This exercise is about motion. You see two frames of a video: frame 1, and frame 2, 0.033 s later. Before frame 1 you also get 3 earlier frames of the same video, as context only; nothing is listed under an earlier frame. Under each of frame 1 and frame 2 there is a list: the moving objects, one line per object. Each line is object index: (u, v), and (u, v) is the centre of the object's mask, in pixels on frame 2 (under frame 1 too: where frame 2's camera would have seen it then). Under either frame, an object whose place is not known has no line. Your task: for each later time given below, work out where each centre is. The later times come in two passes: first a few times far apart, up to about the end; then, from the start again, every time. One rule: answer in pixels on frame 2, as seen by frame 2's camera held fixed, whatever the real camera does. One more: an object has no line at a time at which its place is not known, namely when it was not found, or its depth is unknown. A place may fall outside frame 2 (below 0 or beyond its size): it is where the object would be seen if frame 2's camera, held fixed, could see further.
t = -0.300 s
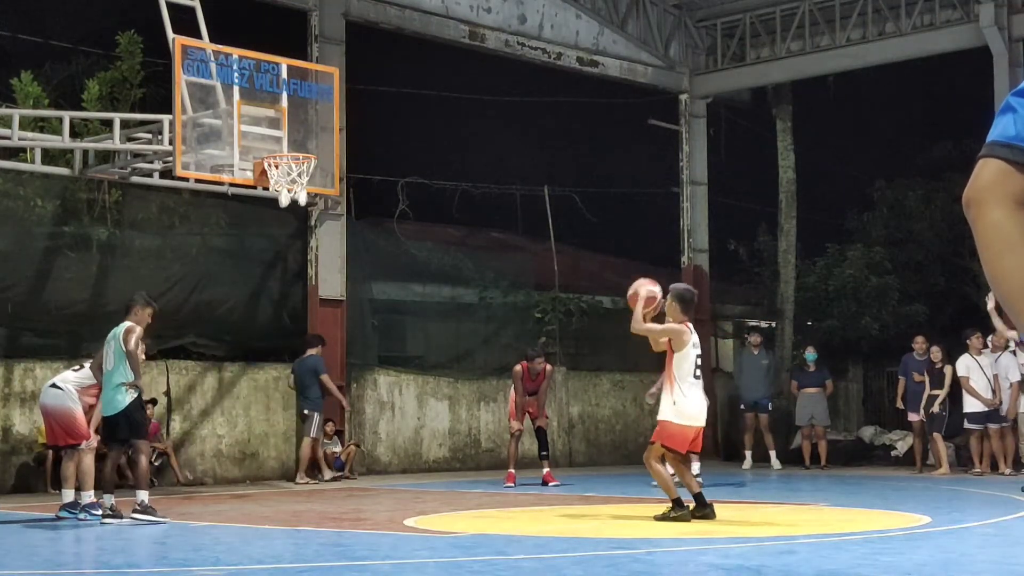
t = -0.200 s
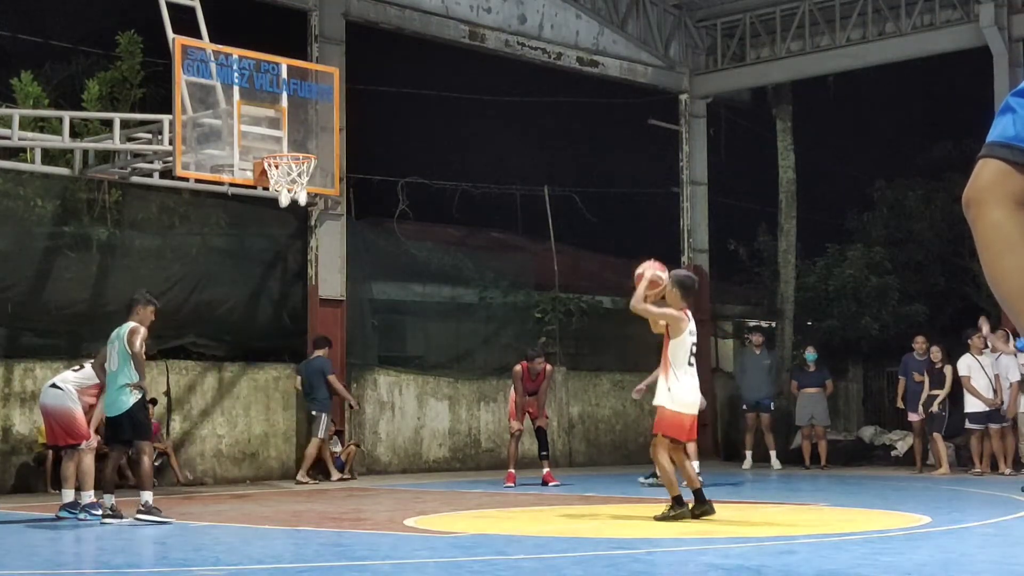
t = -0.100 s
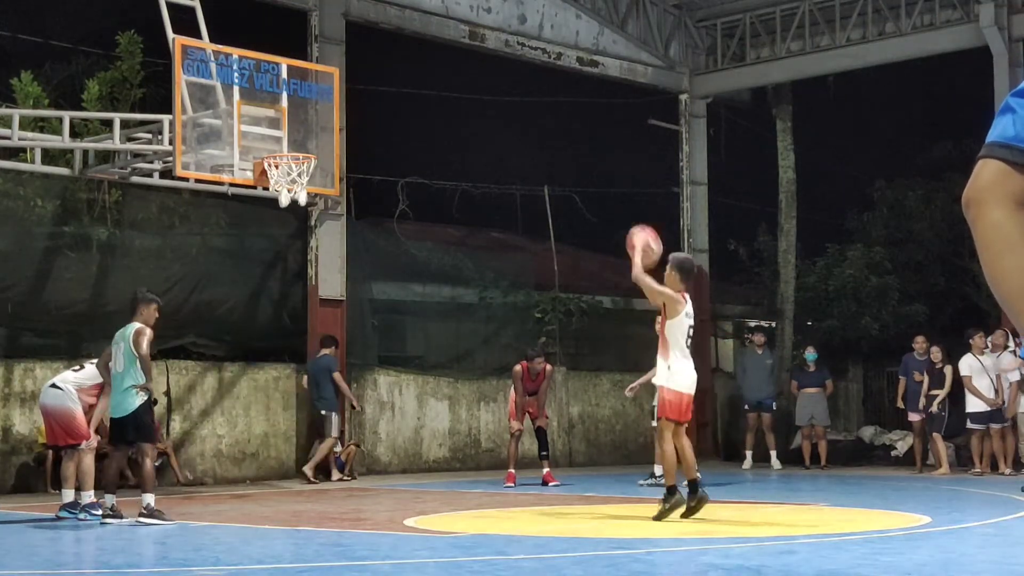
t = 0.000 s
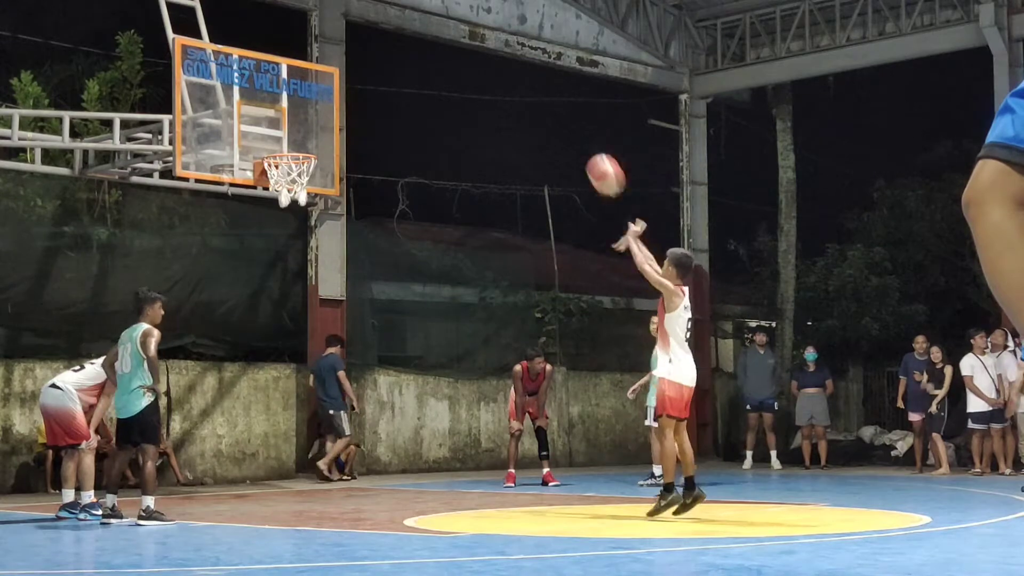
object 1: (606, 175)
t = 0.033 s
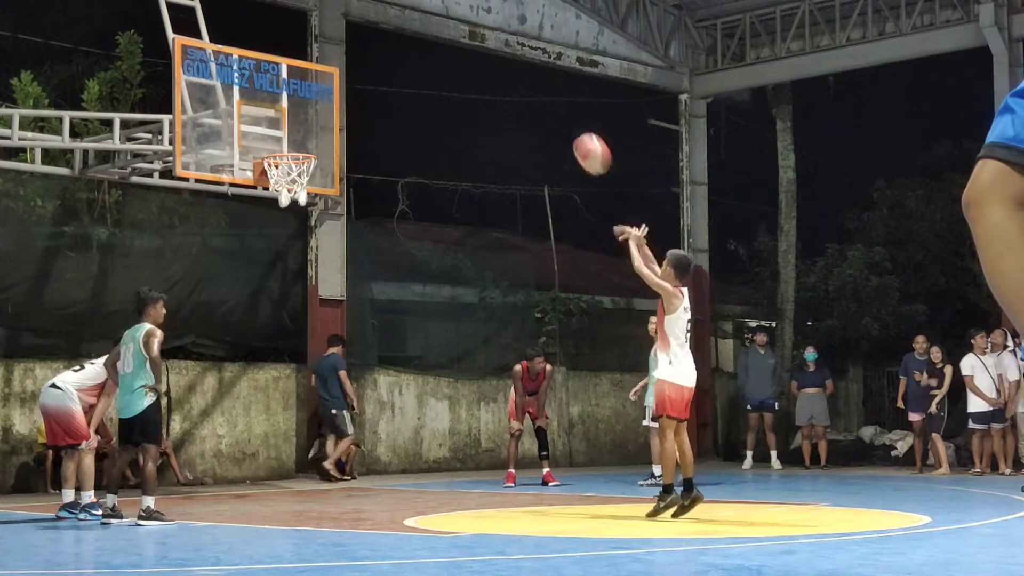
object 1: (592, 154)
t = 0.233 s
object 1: (517, 63)
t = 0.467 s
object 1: (438, 26)
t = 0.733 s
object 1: (361, 61)
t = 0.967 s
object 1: (302, 143)
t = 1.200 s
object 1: (256, 123)
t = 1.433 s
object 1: (244, 133)
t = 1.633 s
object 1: (232, 193)
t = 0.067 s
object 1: (579, 134)
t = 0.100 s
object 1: (566, 117)
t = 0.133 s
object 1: (553, 101)
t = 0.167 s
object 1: (541, 87)
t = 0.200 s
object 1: (529, 74)
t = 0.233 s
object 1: (517, 63)
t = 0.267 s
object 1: (505, 54)
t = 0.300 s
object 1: (494, 45)
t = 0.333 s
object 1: (482, 39)
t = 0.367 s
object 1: (471, 34)
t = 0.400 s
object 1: (460, 30)
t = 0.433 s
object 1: (449, 27)
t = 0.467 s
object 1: (438, 26)
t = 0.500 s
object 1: (427, 26)
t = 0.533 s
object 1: (418, 28)
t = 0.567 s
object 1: (408, 31)
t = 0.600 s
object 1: (398, 35)
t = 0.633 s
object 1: (389, 39)
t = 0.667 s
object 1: (379, 46)
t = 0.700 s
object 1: (370, 53)
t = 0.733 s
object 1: (361, 61)
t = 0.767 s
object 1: (353, 70)
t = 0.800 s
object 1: (344, 80)
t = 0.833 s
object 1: (335, 91)
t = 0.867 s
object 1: (326, 103)
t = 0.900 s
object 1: (318, 118)
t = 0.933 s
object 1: (309, 131)
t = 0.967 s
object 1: (302, 143)
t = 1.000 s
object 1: (294, 144)
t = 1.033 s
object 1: (287, 139)
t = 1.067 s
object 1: (279, 133)
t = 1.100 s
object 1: (271, 130)
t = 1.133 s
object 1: (264, 127)
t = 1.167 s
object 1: (258, 125)
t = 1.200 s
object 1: (256, 123)
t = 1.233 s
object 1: (254, 122)
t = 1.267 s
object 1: (252, 121)
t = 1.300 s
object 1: (251, 120)
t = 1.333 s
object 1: (250, 122)
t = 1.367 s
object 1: (248, 125)
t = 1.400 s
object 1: (246, 128)
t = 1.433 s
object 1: (244, 133)
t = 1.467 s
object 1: (242, 140)
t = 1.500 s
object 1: (241, 147)
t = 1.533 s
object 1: (238, 156)
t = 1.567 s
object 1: (236, 167)
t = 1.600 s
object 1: (234, 179)
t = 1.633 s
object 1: (232, 193)
